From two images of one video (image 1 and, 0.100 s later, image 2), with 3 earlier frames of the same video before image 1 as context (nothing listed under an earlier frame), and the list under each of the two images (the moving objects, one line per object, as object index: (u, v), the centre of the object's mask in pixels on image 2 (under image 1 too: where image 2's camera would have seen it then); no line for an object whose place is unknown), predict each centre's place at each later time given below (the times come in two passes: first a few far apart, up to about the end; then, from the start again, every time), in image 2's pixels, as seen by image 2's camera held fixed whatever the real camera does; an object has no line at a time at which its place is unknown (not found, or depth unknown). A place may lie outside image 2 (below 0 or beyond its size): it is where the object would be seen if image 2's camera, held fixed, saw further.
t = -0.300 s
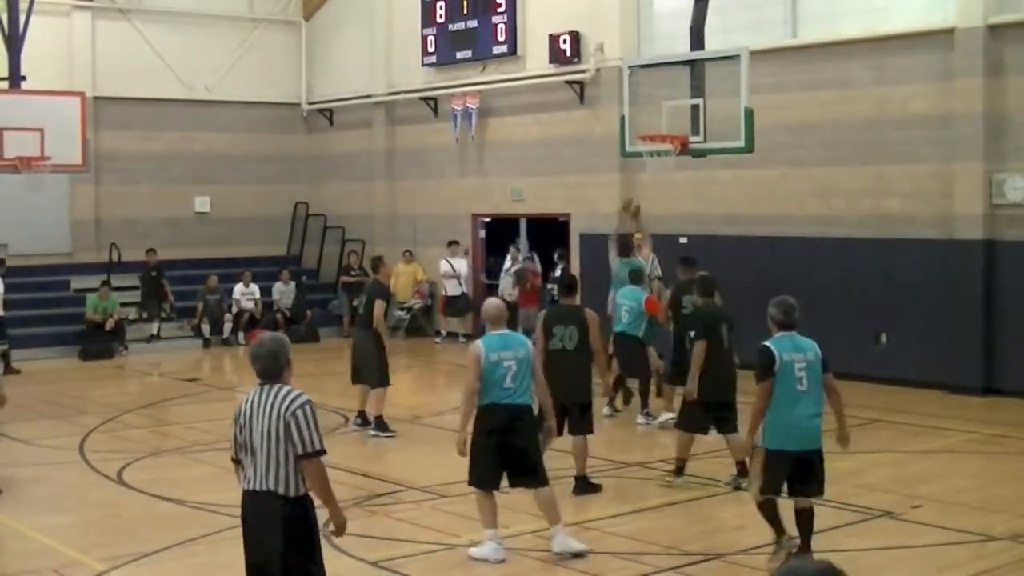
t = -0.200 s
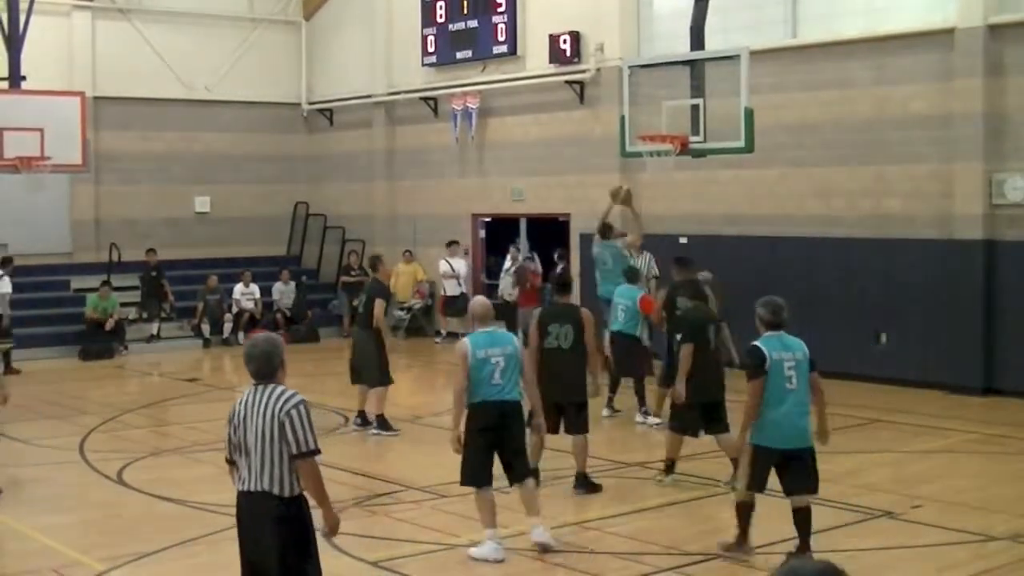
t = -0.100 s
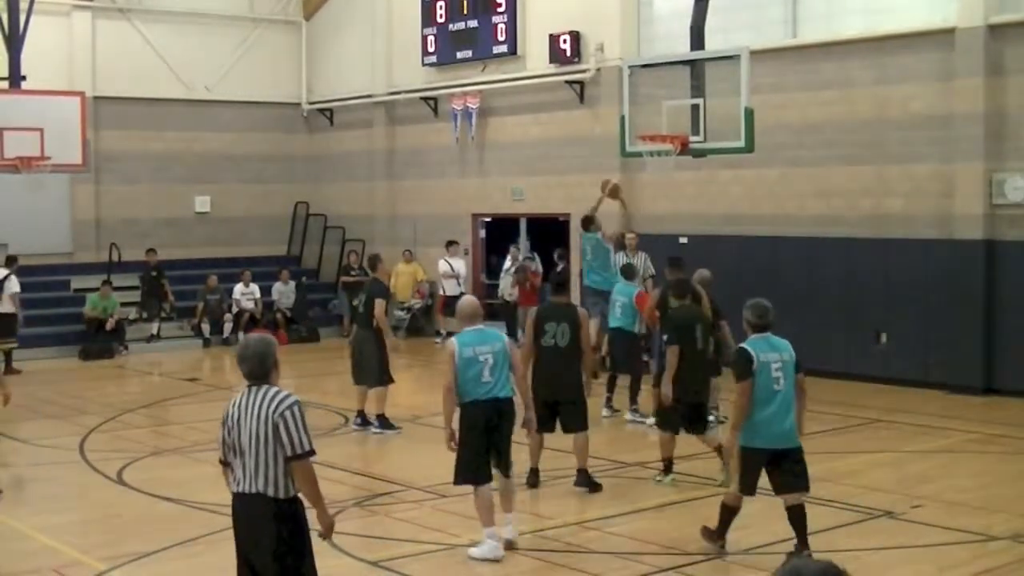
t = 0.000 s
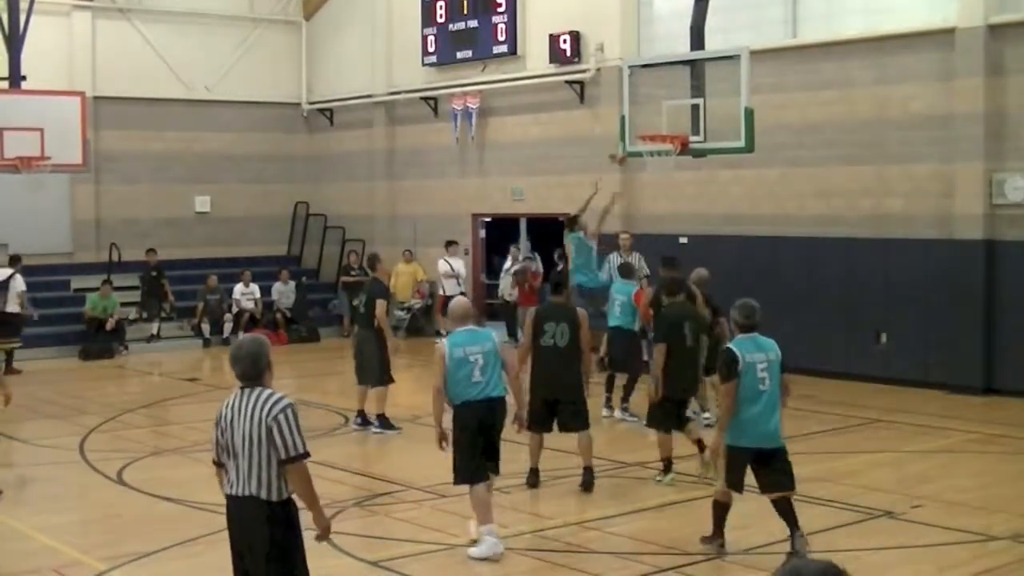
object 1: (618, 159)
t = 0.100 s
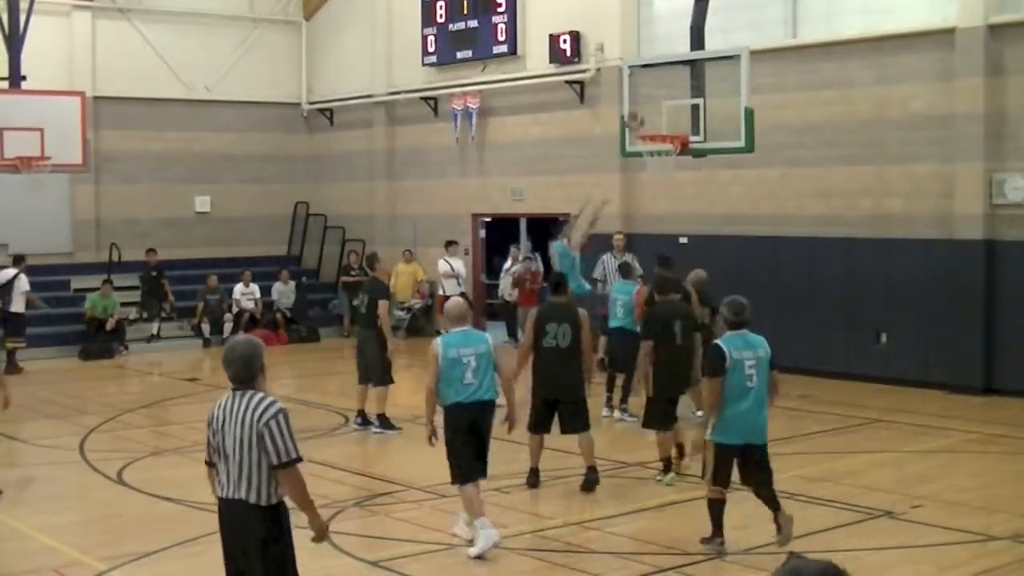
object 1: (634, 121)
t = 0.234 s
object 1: (646, 94)
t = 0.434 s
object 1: (648, 98)
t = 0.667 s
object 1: (659, 145)
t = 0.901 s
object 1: (673, 197)
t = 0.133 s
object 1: (639, 109)
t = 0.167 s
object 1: (644, 101)
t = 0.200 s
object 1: (647, 92)
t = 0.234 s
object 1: (646, 94)
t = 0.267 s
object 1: (647, 92)
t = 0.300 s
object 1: (647, 92)
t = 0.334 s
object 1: (648, 91)
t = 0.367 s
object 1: (648, 92)
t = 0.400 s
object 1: (648, 94)
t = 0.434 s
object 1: (648, 98)
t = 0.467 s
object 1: (647, 106)
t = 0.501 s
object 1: (647, 112)
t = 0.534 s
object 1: (649, 117)
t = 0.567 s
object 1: (652, 125)
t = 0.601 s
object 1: (652, 129)
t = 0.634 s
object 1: (656, 131)
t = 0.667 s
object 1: (659, 145)
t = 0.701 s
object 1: (657, 152)
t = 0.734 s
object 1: (658, 158)
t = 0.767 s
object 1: (663, 165)
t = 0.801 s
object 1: (665, 169)
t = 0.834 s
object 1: (668, 175)
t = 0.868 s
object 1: (672, 185)
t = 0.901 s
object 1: (673, 197)
